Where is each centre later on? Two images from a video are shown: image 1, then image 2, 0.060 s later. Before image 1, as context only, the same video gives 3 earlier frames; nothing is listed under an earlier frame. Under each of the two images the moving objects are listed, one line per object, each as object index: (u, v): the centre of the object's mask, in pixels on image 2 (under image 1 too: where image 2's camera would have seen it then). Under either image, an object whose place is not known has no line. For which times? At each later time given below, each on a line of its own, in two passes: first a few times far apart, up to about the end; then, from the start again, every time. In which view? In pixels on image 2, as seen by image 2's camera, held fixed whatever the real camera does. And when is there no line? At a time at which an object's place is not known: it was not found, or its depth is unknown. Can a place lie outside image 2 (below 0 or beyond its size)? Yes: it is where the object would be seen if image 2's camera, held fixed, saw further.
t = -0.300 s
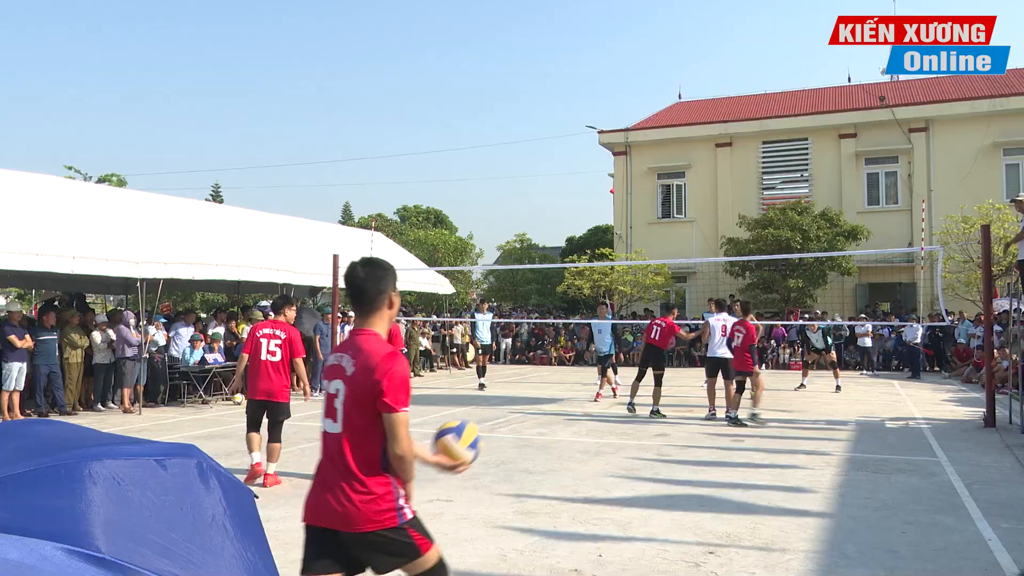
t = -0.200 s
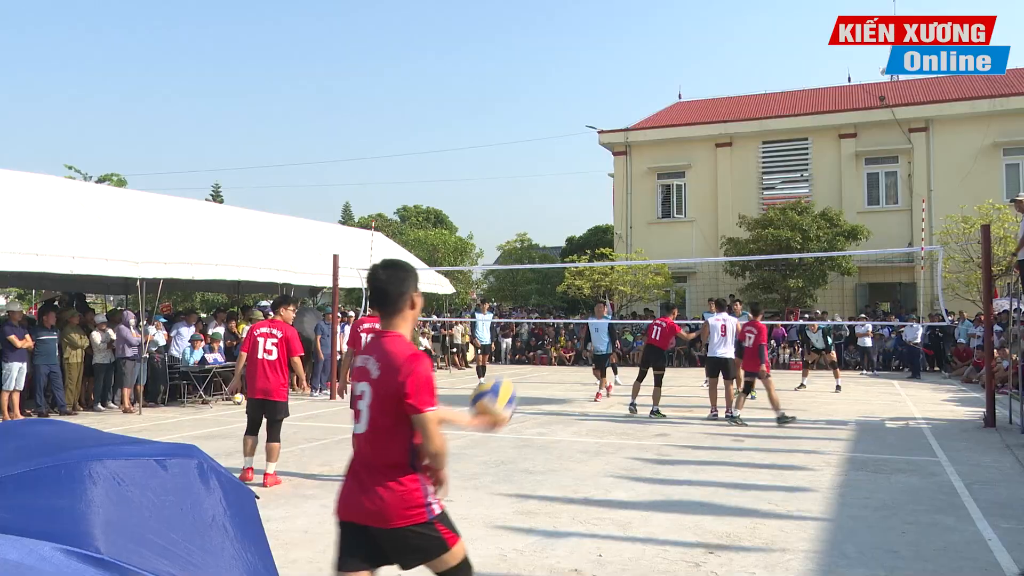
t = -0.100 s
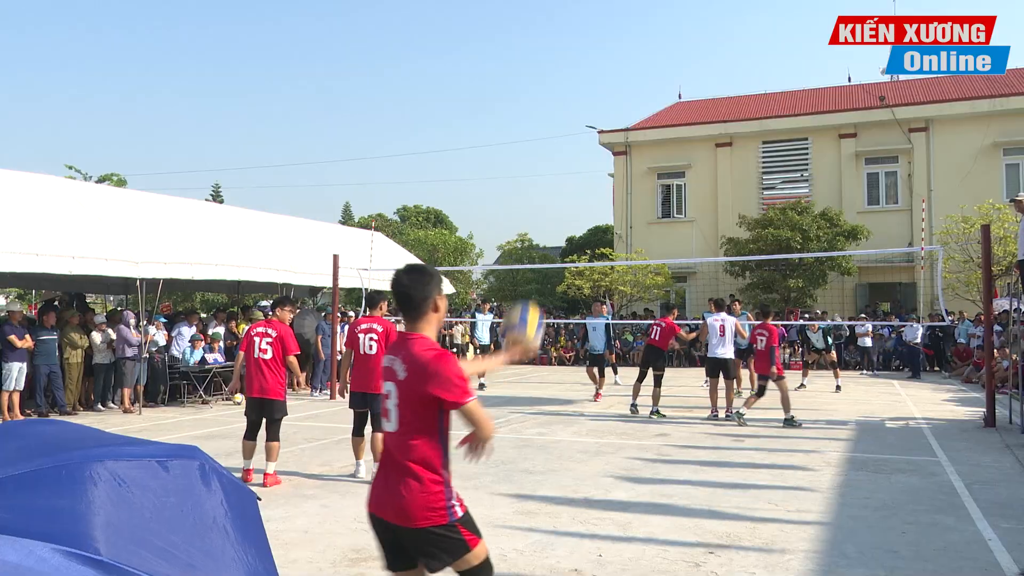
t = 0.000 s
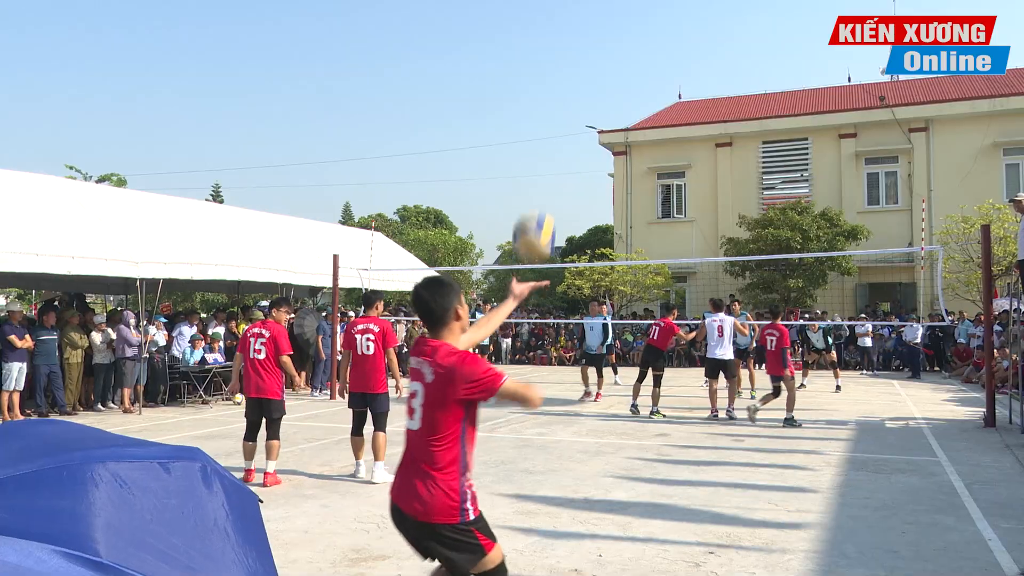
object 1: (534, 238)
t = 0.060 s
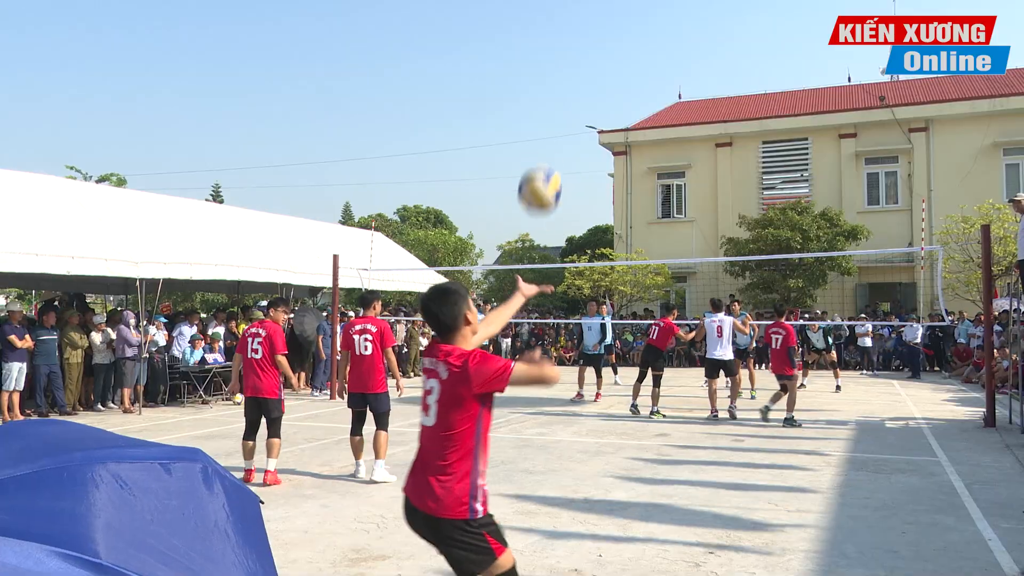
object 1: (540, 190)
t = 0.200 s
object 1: (553, 111)
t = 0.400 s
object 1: (572, 68)
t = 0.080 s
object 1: (542, 175)
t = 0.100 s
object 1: (543, 163)
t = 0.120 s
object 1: (545, 152)
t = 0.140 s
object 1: (547, 140)
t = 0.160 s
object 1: (549, 130)
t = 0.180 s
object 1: (551, 120)
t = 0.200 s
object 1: (553, 111)
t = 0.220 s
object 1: (555, 103)
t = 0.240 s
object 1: (557, 96)
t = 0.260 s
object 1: (559, 90)
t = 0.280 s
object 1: (561, 84)
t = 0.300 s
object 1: (562, 79)
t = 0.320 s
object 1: (564, 76)
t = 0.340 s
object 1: (566, 73)
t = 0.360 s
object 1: (568, 70)
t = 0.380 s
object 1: (570, 69)
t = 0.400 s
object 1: (572, 68)
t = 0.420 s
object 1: (574, 68)
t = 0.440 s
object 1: (576, 69)
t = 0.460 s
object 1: (578, 70)
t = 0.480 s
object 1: (580, 73)
